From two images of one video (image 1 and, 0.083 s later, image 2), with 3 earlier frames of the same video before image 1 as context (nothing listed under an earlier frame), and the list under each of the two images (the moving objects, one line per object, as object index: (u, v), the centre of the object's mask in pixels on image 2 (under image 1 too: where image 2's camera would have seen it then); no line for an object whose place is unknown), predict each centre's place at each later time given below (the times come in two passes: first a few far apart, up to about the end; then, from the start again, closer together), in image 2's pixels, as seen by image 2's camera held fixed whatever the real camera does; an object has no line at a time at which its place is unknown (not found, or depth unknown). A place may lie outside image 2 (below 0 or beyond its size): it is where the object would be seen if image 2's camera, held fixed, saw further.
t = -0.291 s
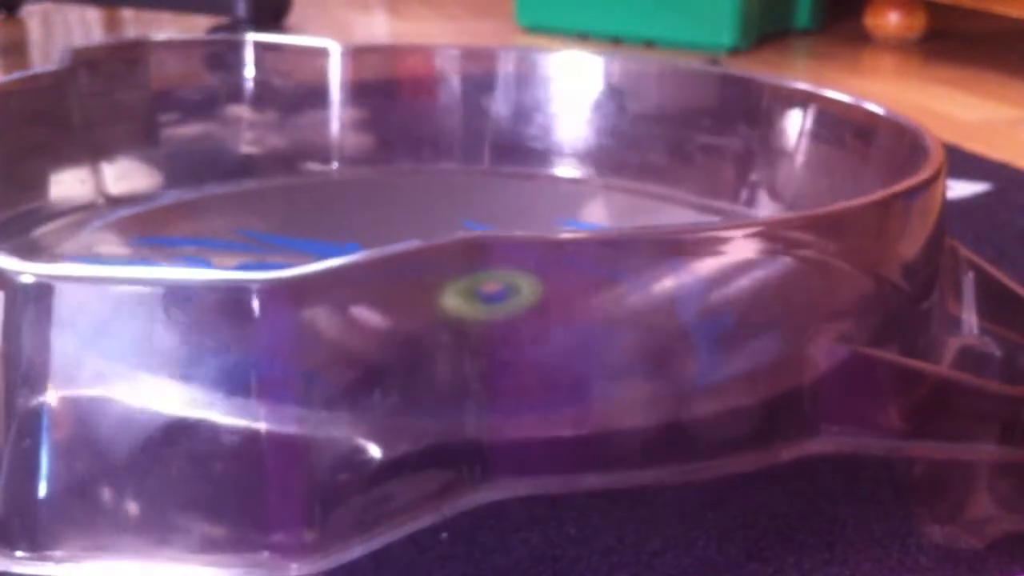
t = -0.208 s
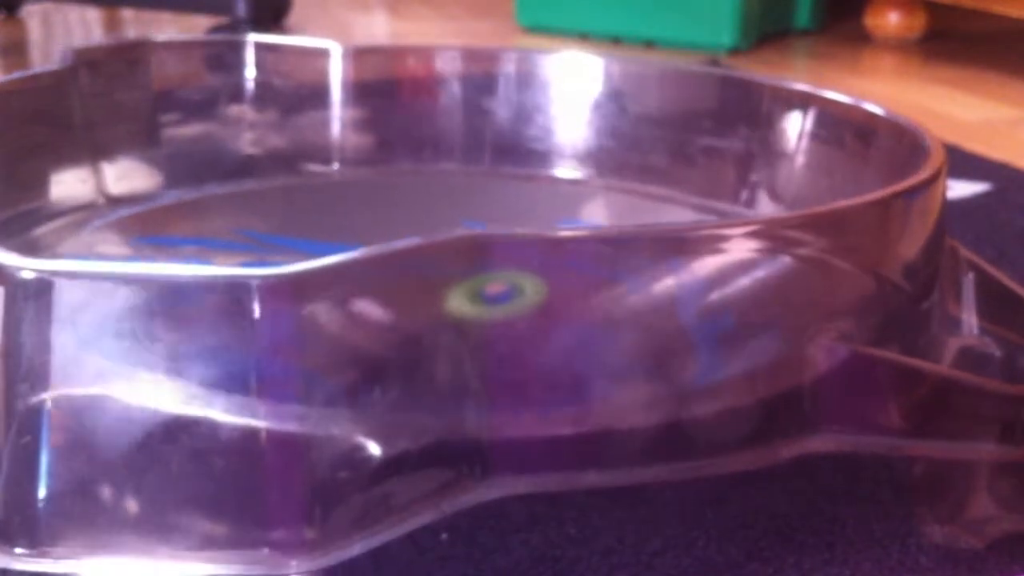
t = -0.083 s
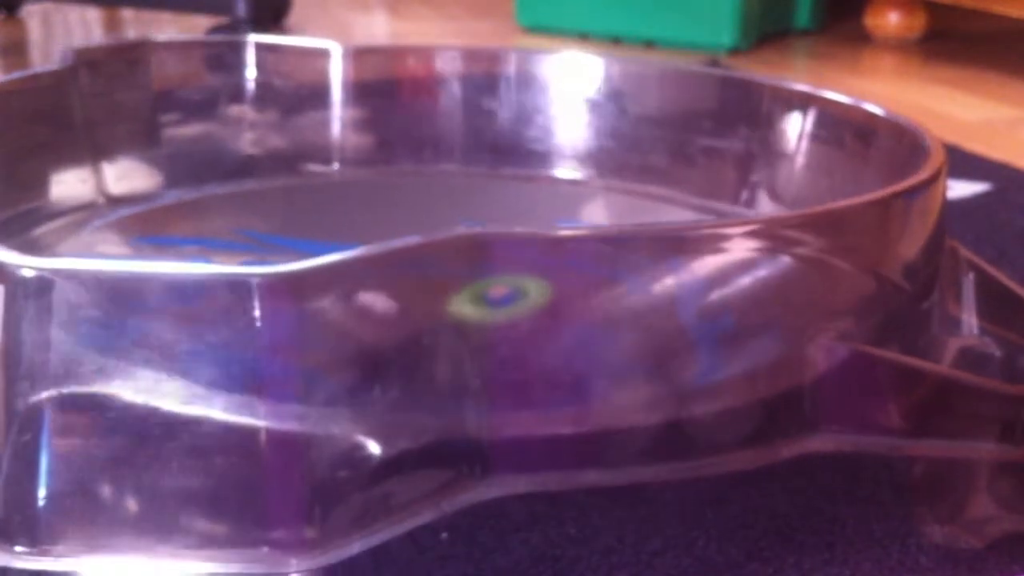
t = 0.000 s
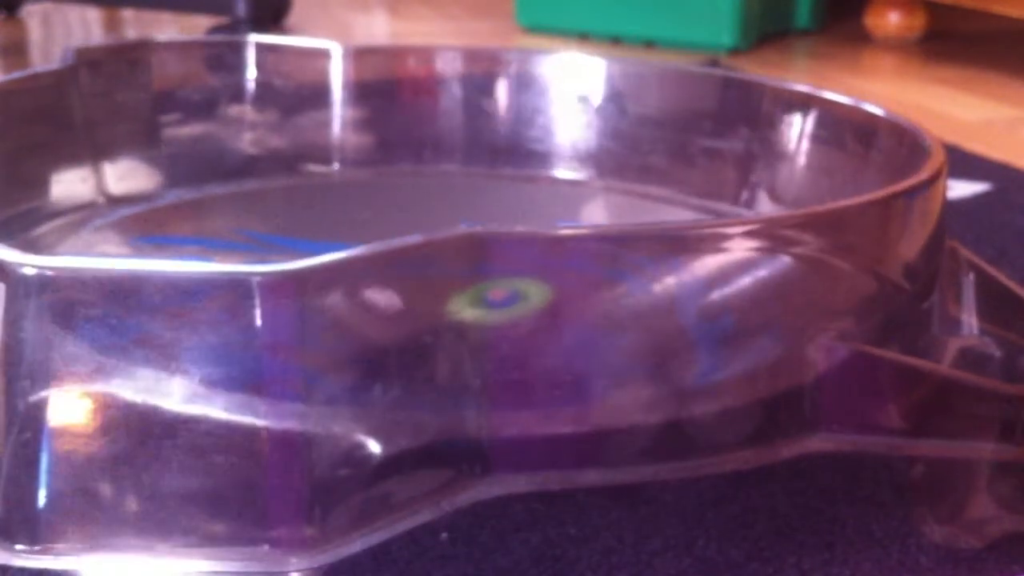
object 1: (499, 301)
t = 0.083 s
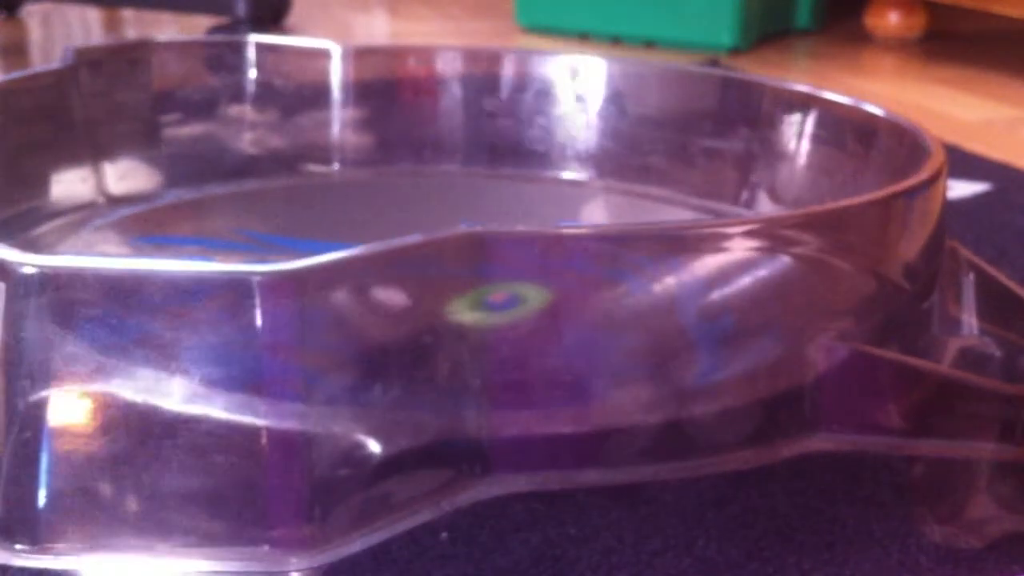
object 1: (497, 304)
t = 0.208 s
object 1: (496, 309)
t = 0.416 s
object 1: (480, 315)
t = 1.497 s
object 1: (414, 296)
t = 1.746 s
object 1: (418, 293)
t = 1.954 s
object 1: (429, 288)
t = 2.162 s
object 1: (448, 284)
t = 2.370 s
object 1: (453, 284)
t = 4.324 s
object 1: (466, 303)
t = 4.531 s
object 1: (477, 301)
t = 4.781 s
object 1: (513, 294)
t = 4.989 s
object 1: (519, 300)
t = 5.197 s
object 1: (501, 302)
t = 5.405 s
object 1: (490, 316)
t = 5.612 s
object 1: (480, 317)
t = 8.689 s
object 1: (461, 315)
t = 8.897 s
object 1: (473, 306)
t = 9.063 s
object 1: (488, 303)
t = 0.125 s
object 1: (497, 306)
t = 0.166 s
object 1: (496, 308)
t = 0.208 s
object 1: (496, 309)
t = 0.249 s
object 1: (494, 310)
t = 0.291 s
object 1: (492, 311)
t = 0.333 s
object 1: (487, 312)
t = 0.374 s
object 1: (482, 314)
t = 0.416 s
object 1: (480, 315)
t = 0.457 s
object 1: (477, 316)
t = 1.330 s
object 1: (405, 304)
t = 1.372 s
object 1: (409, 303)
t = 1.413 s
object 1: (418, 301)
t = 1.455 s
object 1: (417, 299)
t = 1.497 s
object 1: (414, 296)
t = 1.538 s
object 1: (411, 296)
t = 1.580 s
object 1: (411, 296)
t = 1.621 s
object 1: (411, 295)
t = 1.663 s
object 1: (413, 295)
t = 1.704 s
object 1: (415, 294)
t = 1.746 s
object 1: (418, 293)
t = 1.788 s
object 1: (421, 291)
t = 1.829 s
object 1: (421, 291)
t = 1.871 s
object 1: (421, 290)
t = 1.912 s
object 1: (425, 289)
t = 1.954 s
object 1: (429, 288)
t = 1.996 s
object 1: (435, 286)
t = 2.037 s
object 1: (437, 285)
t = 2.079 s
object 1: (440, 284)
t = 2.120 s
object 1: (446, 284)
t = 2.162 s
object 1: (448, 284)
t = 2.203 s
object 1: (450, 283)
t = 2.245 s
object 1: (451, 283)
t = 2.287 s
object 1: (451, 283)
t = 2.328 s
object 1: (452, 283)
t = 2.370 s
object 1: (453, 284)
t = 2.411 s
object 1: (457, 286)
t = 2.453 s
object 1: (462, 286)
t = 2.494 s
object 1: (466, 286)
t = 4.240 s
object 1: (459, 303)
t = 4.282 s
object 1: (464, 304)
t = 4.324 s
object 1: (466, 303)
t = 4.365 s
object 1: (468, 303)
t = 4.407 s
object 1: (470, 302)
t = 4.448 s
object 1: (470, 302)
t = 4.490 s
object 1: (472, 302)
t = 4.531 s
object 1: (477, 301)
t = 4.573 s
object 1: (497, 301)
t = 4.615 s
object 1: (508, 301)
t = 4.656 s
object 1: (512, 300)
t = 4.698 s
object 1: (513, 298)
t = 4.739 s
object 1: (514, 296)
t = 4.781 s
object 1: (513, 294)
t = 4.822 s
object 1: (511, 294)
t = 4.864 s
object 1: (504, 293)
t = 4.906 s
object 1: (511, 294)
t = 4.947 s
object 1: (518, 298)
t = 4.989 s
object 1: (519, 300)
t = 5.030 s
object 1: (518, 300)
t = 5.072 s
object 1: (515, 301)
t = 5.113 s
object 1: (511, 301)
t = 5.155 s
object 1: (505, 302)
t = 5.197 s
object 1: (501, 302)
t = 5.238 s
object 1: (497, 303)
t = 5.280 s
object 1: (494, 308)
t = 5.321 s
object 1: (492, 312)
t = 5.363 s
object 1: (491, 314)
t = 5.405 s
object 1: (490, 316)
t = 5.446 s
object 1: (487, 316)
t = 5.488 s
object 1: (486, 316)
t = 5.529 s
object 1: (484, 317)
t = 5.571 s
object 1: (482, 317)
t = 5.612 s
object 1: (480, 317)
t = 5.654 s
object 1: (476, 317)
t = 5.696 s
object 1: (473, 317)
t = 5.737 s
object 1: (467, 315)
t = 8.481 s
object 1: (453, 318)
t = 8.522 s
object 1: (452, 316)
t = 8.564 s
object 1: (451, 315)
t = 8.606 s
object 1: (454, 314)
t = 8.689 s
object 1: (461, 315)
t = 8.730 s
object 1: (465, 314)
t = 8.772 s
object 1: (470, 312)
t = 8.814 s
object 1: (471, 310)
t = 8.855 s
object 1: (472, 308)
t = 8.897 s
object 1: (473, 306)
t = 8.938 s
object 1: (475, 306)
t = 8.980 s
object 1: (481, 306)
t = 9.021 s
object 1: (486, 305)
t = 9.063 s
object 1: (488, 303)
